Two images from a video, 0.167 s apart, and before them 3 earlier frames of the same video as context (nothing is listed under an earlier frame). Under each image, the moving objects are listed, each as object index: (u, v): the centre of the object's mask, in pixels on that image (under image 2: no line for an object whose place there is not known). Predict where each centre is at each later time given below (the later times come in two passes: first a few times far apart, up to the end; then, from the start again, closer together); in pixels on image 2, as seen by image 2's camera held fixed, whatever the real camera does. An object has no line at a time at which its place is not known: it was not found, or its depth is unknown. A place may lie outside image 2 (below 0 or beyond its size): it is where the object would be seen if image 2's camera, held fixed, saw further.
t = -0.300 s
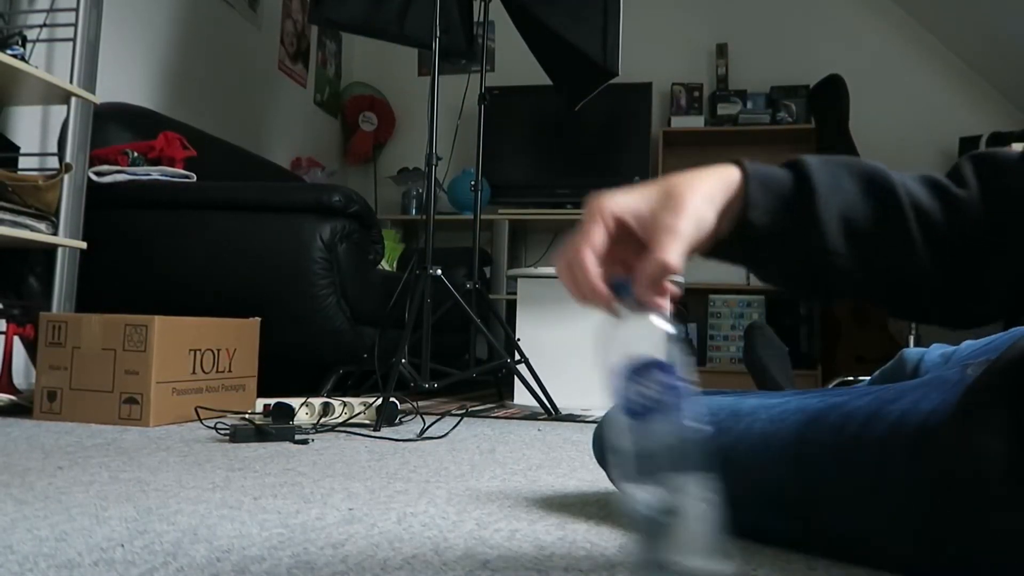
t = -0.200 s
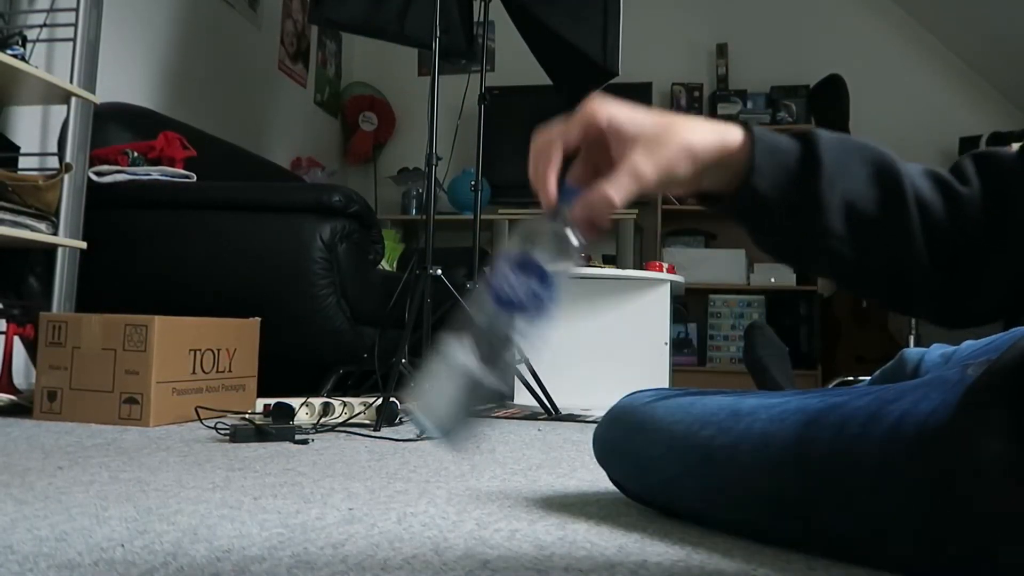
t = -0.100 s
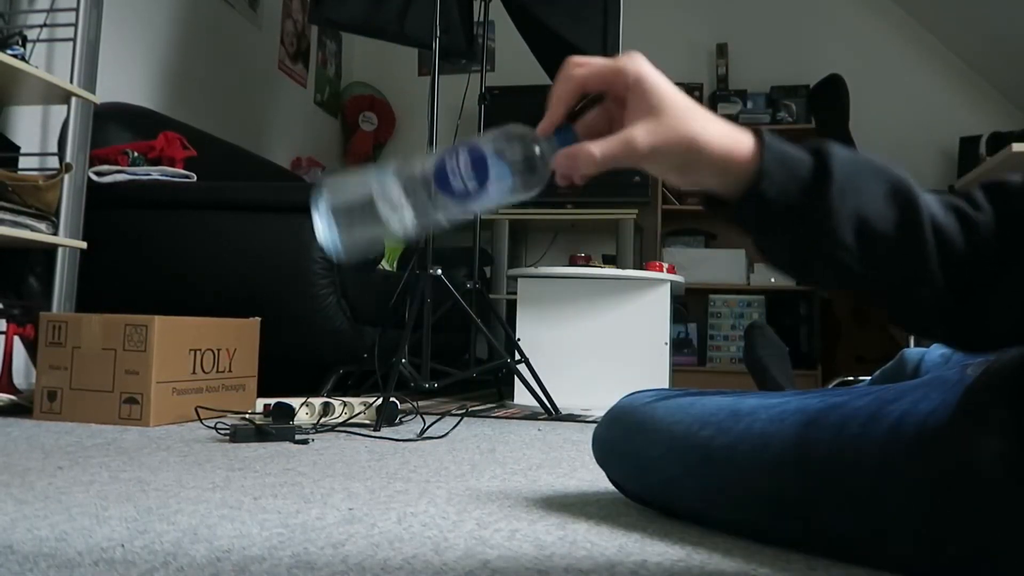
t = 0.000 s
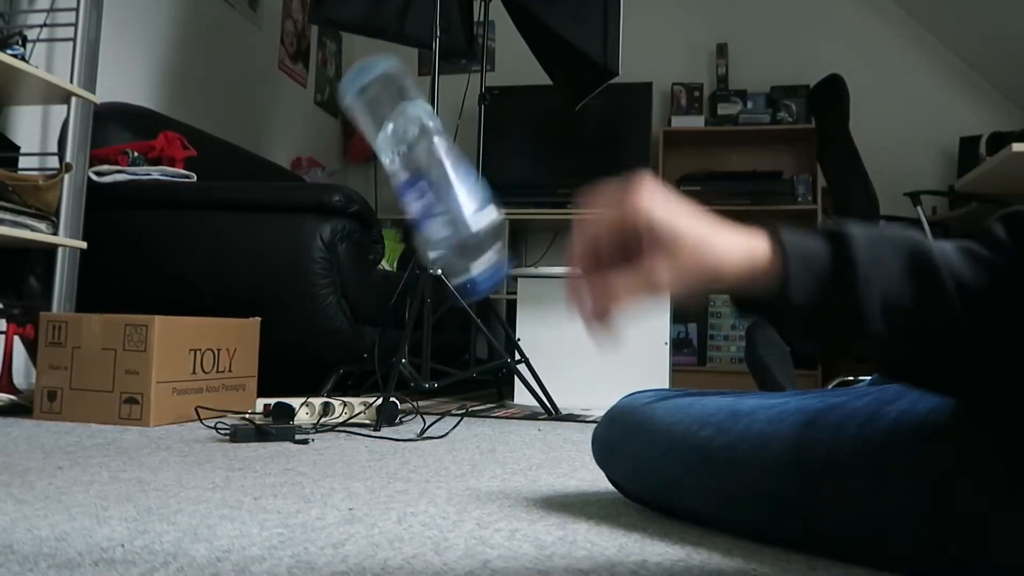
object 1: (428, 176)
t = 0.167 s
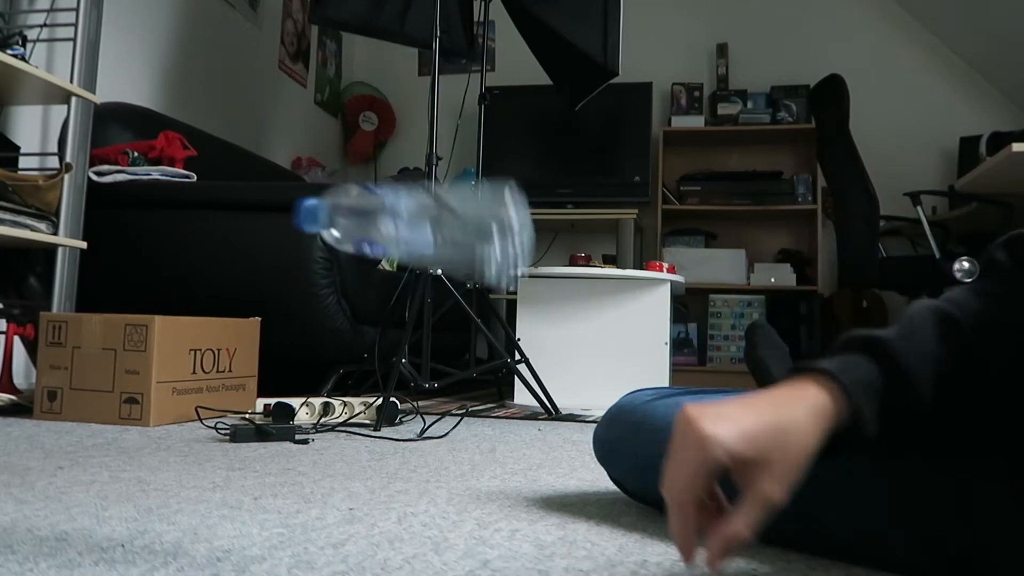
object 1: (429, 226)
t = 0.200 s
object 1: (440, 283)
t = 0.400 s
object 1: (453, 480)
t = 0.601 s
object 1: (426, 527)
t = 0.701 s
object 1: (426, 527)
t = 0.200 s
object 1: (440, 283)
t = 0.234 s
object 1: (454, 350)
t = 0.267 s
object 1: (471, 440)
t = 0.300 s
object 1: (472, 463)
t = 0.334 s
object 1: (466, 465)
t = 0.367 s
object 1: (460, 469)
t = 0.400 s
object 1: (453, 480)
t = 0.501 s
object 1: (428, 525)
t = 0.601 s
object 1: (426, 527)
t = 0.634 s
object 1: (426, 527)
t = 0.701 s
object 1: (426, 527)
